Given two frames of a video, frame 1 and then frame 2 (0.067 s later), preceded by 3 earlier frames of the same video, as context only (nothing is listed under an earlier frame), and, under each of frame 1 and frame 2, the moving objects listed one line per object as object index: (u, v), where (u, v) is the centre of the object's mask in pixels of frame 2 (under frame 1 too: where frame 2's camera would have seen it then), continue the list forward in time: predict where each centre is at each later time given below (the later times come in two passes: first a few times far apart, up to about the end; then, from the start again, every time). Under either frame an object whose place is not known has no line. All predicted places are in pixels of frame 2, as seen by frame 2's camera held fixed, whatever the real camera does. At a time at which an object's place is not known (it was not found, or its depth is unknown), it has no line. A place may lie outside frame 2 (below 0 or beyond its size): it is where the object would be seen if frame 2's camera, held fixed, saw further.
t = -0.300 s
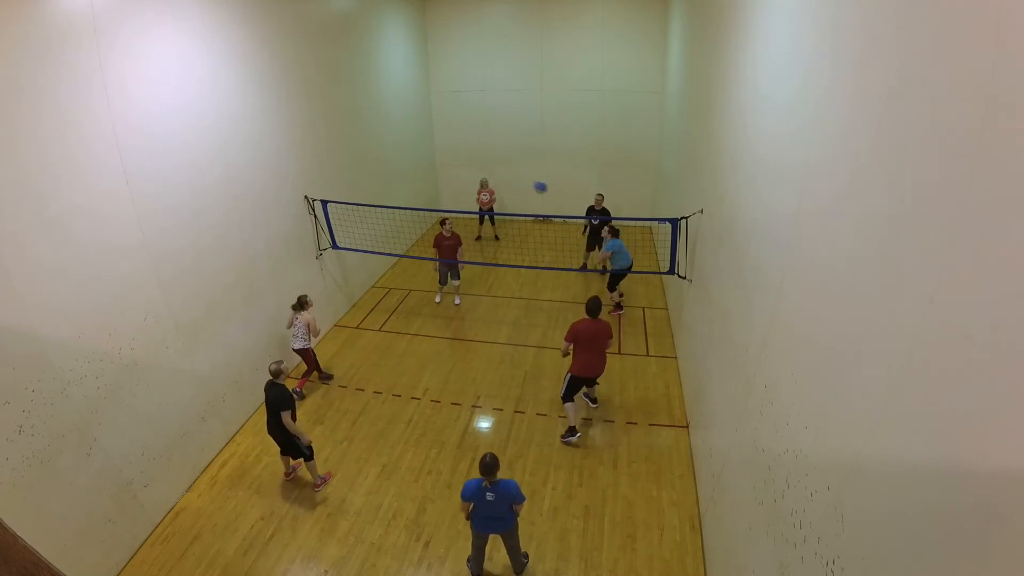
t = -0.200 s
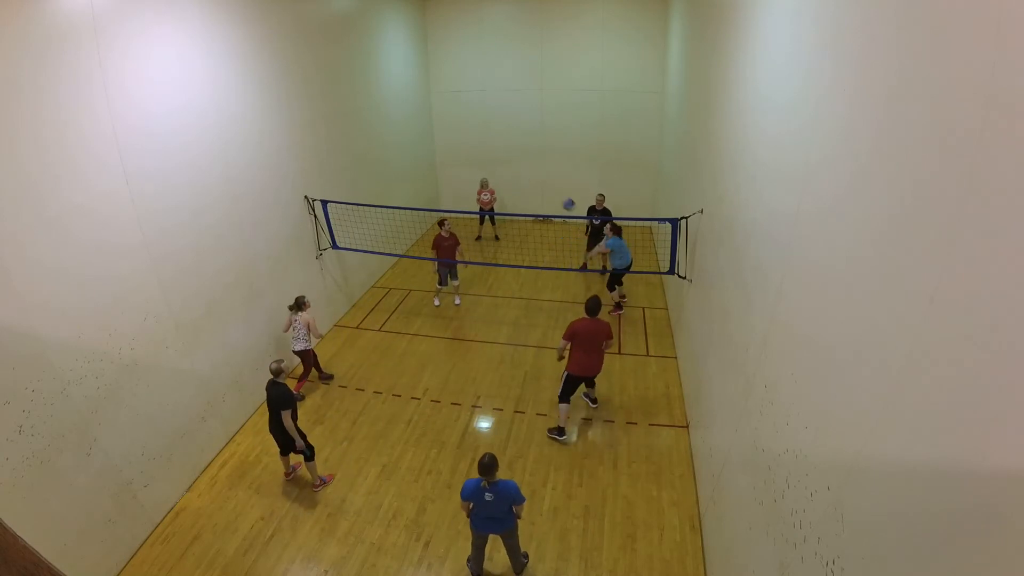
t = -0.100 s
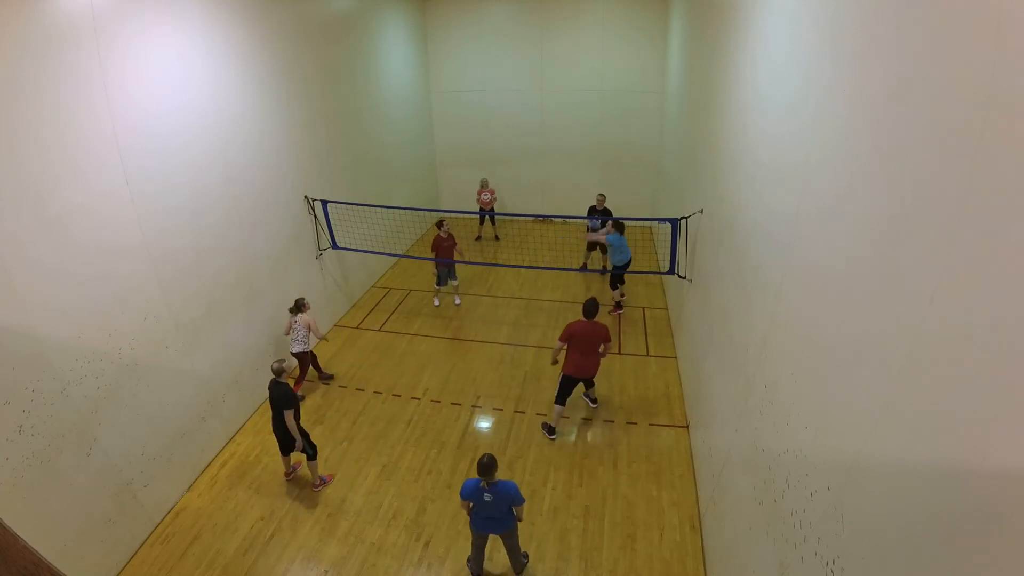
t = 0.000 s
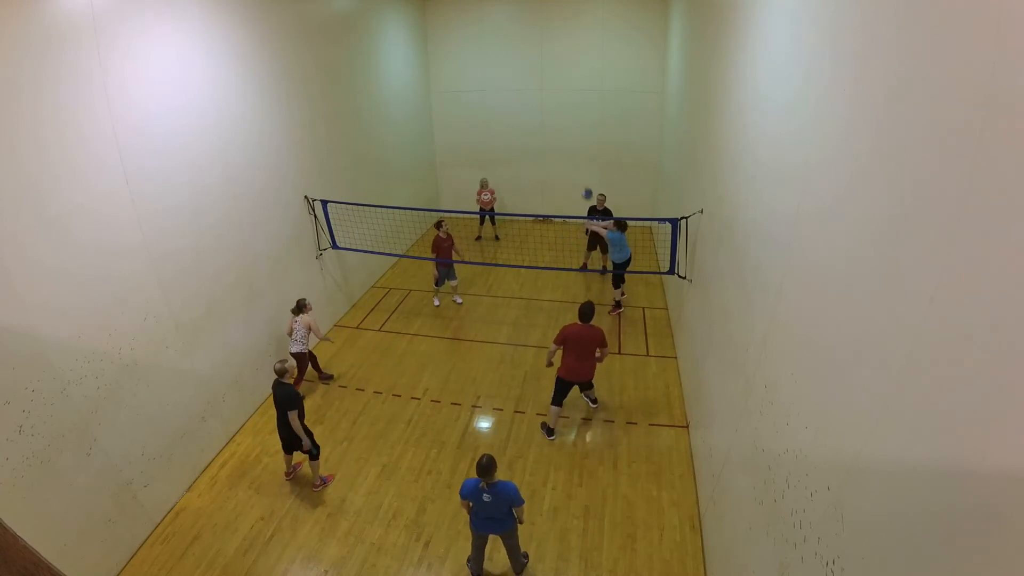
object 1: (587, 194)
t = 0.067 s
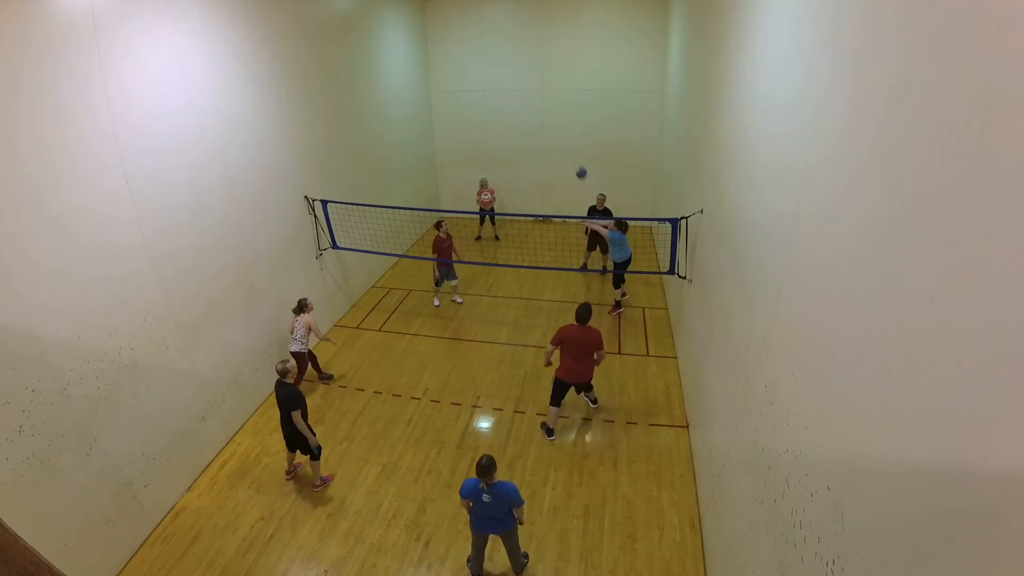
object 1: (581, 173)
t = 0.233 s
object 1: (566, 132)
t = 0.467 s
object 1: (545, 104)
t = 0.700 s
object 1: (526, 106)
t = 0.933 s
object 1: (509, 134)
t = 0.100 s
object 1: (578, 163)
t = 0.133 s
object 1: (575, 155)
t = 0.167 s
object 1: (572, 147)
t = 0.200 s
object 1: (569, 139)
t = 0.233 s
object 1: (566, 132)
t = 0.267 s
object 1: (563, 126)
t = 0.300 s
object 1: (560, 121)
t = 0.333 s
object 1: (556, 116)
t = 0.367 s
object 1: (553, 112)
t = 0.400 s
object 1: (550, 109)
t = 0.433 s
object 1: (548, 106)
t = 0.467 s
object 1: (545, 104)
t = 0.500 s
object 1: (542, 102)
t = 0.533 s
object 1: (539, 101)
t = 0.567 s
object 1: (536, 101)
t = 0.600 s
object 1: (534, 101)
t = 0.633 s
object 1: (531, 102)
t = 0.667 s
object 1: (528, 104)
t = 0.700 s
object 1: (526, 106)
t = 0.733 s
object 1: (523, 108)
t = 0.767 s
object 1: (521, 111)
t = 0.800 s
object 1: (518, 115)
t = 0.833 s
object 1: (516, 119)
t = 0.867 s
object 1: (514, 124)
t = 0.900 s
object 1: (511, 129)
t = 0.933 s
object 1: (509, 134)
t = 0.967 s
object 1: (507, 141)
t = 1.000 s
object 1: (505, 147)
